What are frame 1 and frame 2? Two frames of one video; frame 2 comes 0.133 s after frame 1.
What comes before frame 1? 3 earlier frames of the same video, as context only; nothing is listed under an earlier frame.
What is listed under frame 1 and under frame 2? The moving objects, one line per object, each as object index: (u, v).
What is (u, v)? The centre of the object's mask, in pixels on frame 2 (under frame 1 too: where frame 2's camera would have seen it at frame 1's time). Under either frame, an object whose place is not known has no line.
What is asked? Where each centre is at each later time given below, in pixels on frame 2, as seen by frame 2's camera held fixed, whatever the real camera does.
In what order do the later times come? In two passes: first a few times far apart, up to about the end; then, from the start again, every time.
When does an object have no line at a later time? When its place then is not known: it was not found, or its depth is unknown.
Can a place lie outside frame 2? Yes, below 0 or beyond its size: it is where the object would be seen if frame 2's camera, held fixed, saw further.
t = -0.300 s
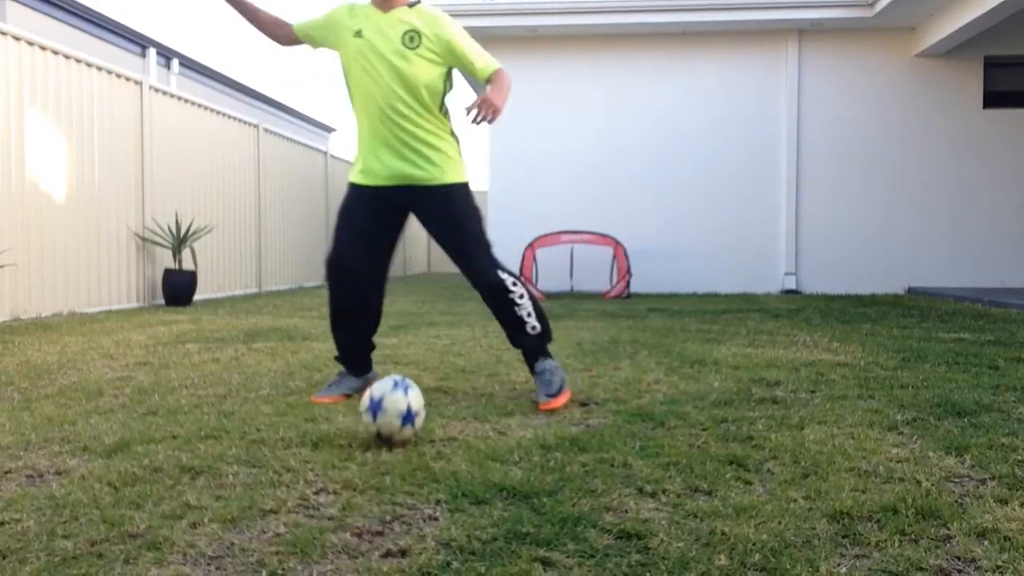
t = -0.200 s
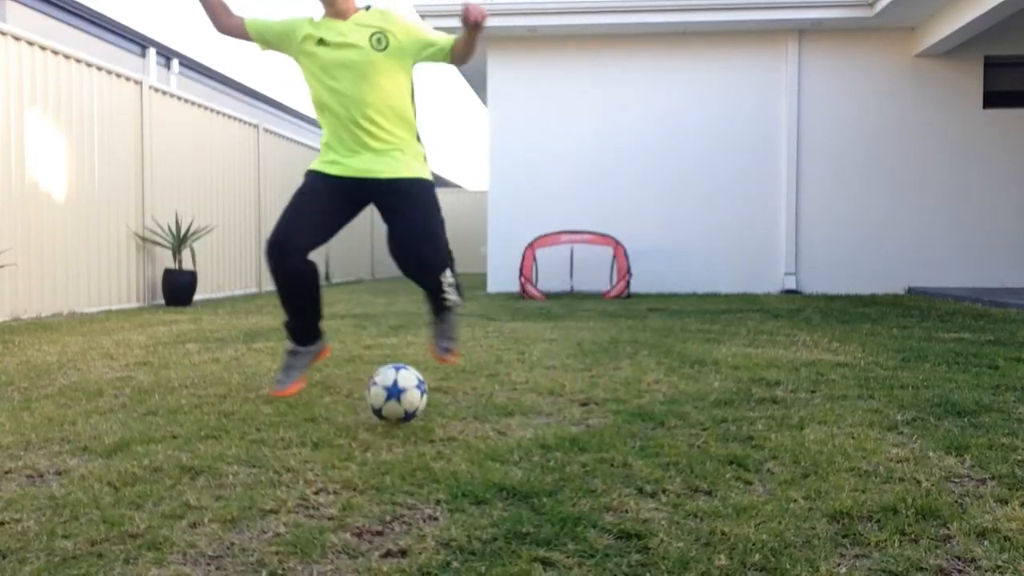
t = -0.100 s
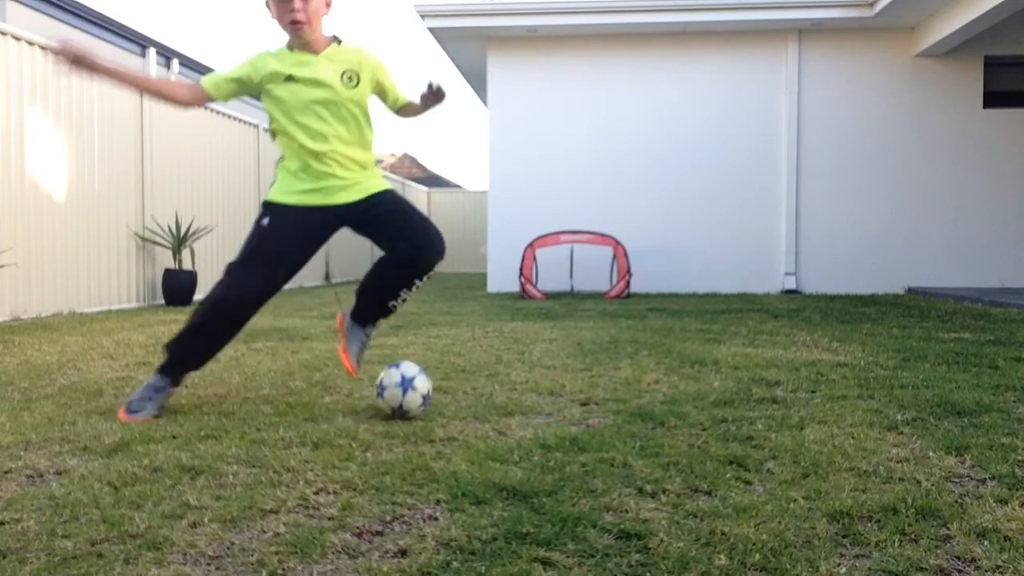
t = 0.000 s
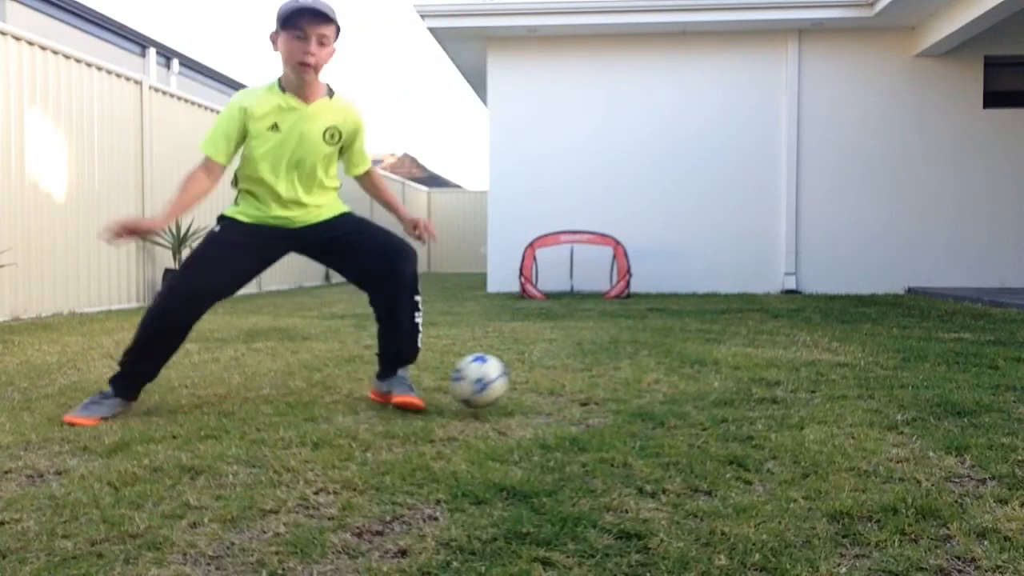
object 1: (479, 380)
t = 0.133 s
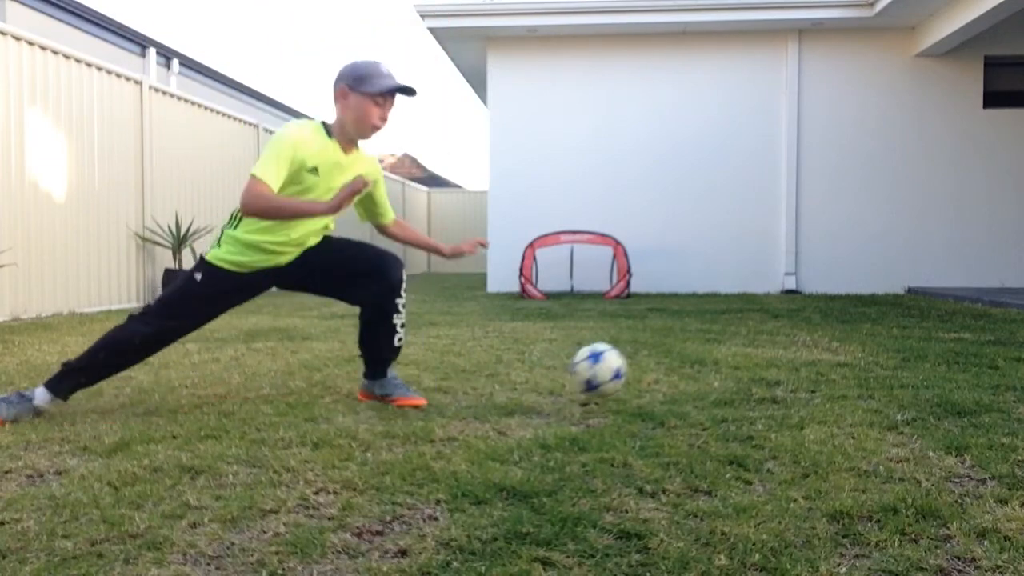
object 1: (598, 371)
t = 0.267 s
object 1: (681, 374)
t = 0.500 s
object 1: (749, 373)
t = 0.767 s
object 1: (819, 365)
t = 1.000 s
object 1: (856, 362)
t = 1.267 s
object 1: (890, 358)
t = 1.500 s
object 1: (907, 357)
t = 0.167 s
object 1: (620, 364)
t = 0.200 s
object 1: (641, 363)
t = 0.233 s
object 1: (661, 367)
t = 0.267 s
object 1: (681, 374)
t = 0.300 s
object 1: (700, 381)
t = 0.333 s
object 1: (710, 371)
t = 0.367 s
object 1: (719, 366)
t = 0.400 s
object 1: (727, 365)
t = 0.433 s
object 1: (735, 368)
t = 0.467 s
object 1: (742, 374)
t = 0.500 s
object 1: (749, 373)
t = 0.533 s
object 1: (759, 370)
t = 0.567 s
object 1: (768, 369)
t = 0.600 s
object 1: (777, 369)
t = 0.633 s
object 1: (787, 369)
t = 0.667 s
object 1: (795, 366)
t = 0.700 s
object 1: (804, 361)
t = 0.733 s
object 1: (811, 362)
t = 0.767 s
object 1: (819, 365)
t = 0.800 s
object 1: (824, 363)
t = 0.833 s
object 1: (829, 361)
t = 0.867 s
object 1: (835, 361)
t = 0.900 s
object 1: (840, 362)
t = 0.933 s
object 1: (845, 362)
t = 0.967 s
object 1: (851, 362)
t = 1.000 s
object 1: (856, 362)
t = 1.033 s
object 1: (861, 361)
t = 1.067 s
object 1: (866, 361)
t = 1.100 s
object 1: (871, 361)
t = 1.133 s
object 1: (876, 360)
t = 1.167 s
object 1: (880, 358)
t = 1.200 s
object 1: (883, 357)
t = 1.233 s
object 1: (887, 358)
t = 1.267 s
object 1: (890, 358)
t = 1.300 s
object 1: (892, 359)
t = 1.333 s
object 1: (895, 359)
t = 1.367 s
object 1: (898, 358)
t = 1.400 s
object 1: (901, 357)
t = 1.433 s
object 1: (903, 357)
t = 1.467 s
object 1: (905, 357)
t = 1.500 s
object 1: (907, 357)
